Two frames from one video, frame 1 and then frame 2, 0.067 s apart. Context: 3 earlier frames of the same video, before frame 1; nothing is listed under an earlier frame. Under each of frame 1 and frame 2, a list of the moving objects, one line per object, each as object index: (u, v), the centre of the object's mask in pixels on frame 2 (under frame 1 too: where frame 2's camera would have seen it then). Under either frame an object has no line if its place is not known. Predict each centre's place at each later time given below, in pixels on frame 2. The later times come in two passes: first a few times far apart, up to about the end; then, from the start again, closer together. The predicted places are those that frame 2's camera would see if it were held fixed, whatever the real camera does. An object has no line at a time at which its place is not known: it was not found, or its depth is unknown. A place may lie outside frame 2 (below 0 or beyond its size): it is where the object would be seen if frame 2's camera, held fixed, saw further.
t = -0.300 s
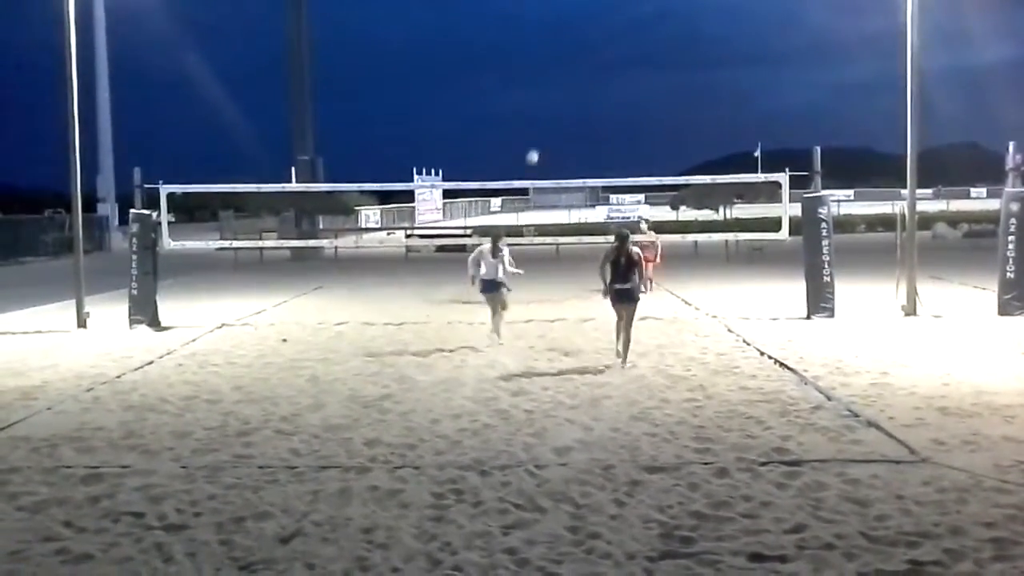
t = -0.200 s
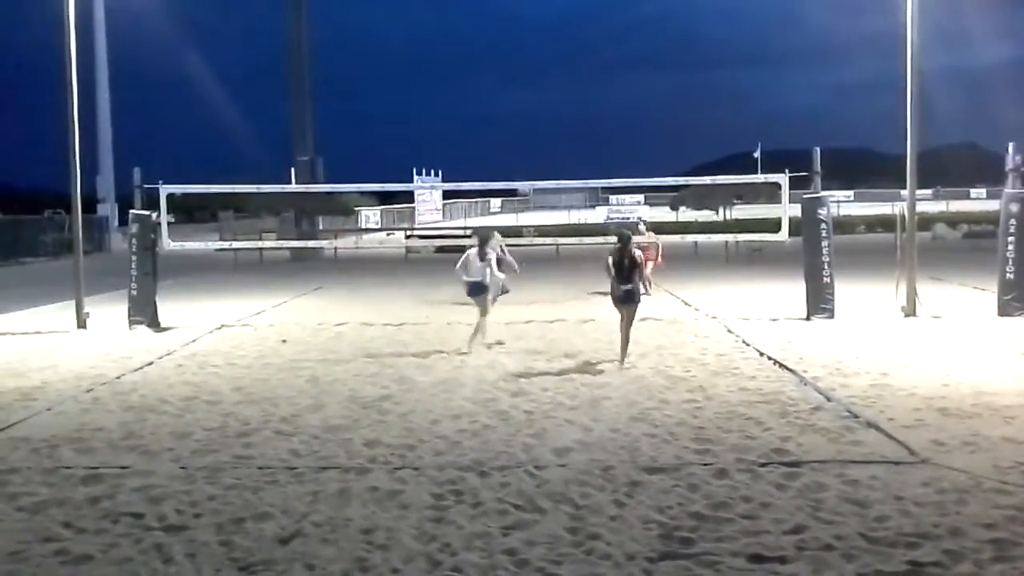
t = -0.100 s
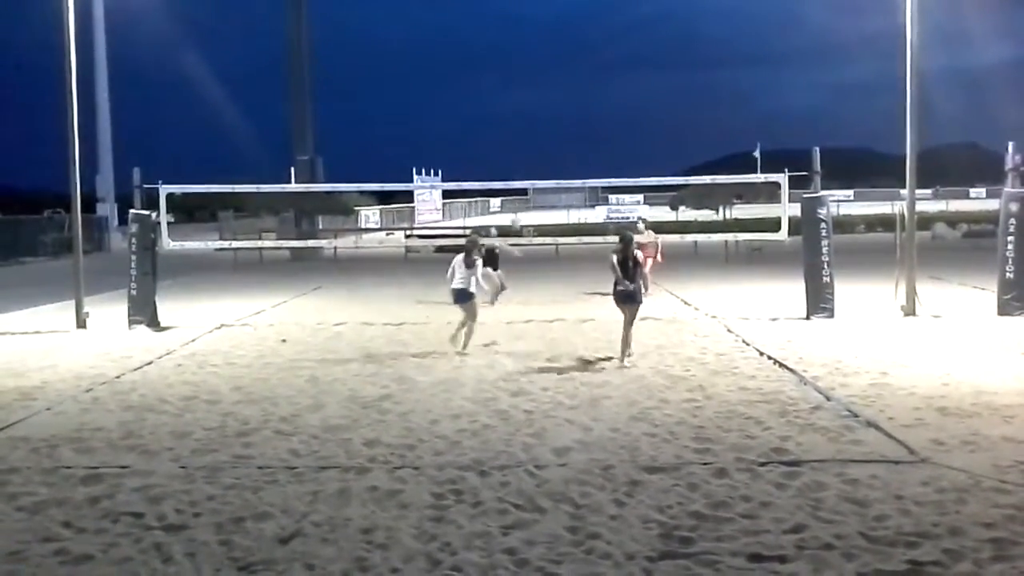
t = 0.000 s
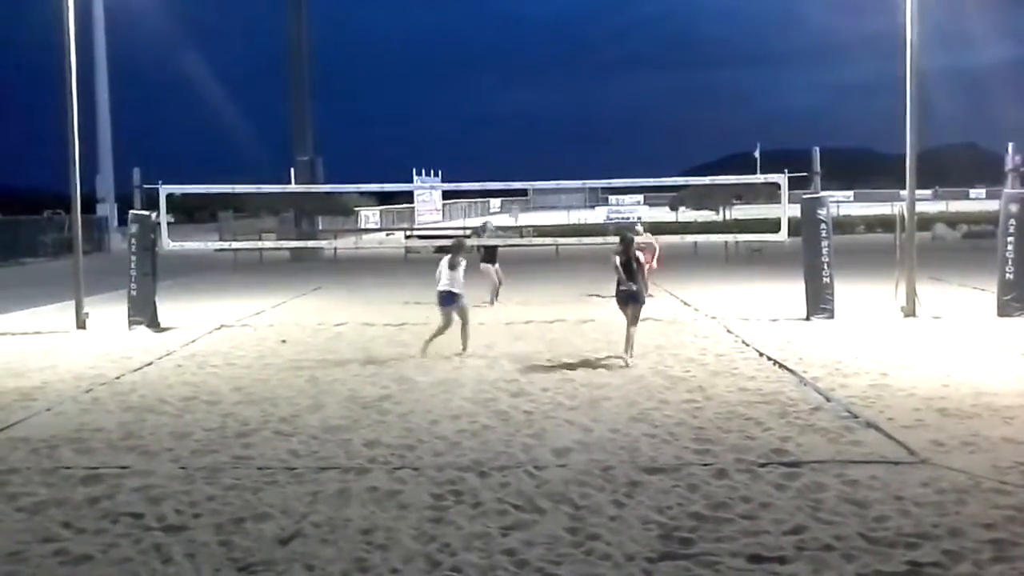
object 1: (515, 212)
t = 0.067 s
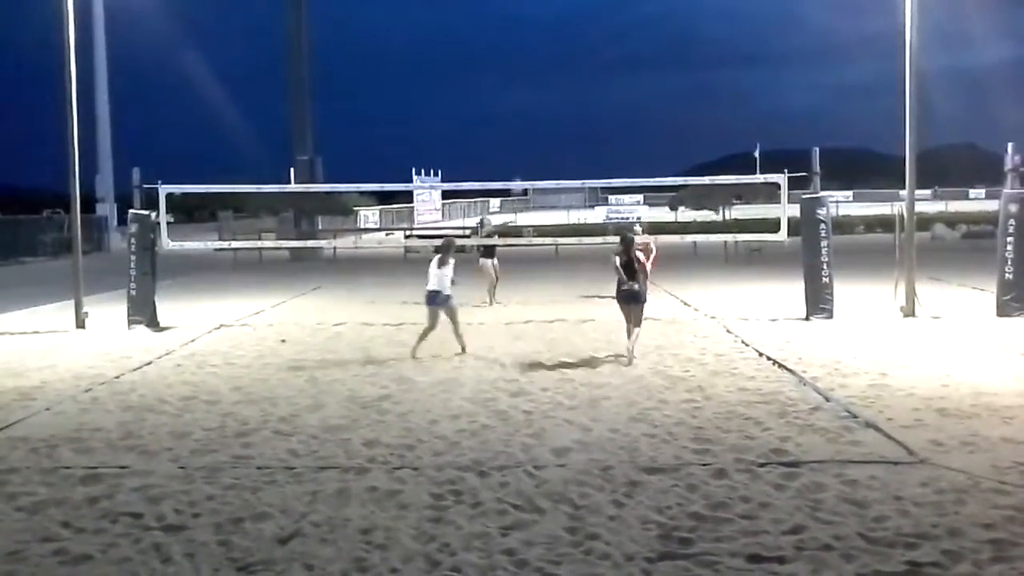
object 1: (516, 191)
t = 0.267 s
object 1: (525, 117)
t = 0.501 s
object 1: (535, 62)
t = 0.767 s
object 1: (551, 33)
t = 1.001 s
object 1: (563, 47)
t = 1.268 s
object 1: (578, 105)
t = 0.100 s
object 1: (518, 172)
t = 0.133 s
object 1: (519, 161)
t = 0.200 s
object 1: (522, 138)
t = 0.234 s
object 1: (523, 127)
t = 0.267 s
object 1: (525, 117)
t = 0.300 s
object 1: (526, 108)
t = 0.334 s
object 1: (527, 99)
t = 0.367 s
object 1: (529, 90)
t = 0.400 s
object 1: (530, 83)
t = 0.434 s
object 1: (532, 75)
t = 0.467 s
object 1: (534, 69)
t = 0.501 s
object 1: (535, 62)
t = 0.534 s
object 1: (536, 56)
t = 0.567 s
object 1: (540, 47)
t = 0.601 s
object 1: (542, 43)
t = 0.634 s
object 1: (544, 39)
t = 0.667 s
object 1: (545, 37)
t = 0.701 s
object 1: (547, 35)
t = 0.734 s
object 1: (549, 34)
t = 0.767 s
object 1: (551, 33)
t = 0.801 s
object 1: (552, 34)
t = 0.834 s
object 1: (554, 33)
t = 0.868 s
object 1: (556, 35)
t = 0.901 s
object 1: (558, 37)
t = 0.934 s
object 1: (560, 39)
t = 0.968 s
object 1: (561, 43)
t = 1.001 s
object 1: (563, 47)
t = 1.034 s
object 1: (565, 52)
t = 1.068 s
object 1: (567, 57)
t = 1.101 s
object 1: (569, 63)
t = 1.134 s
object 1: (571, 70)
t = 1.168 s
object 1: (573, 78)
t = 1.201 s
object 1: (574, 86)
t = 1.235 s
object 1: (576, 95)
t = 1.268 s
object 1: (578, 105)
